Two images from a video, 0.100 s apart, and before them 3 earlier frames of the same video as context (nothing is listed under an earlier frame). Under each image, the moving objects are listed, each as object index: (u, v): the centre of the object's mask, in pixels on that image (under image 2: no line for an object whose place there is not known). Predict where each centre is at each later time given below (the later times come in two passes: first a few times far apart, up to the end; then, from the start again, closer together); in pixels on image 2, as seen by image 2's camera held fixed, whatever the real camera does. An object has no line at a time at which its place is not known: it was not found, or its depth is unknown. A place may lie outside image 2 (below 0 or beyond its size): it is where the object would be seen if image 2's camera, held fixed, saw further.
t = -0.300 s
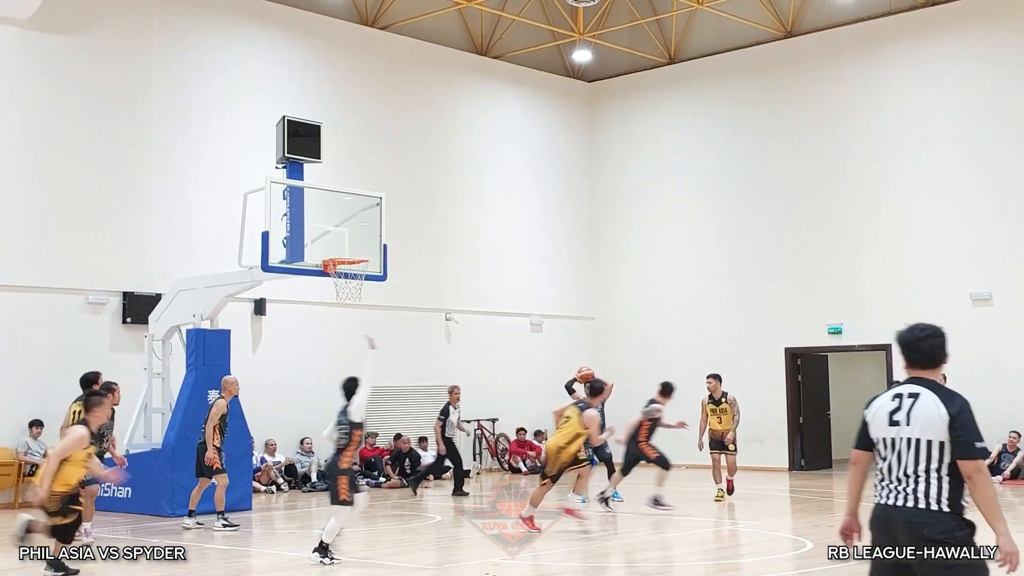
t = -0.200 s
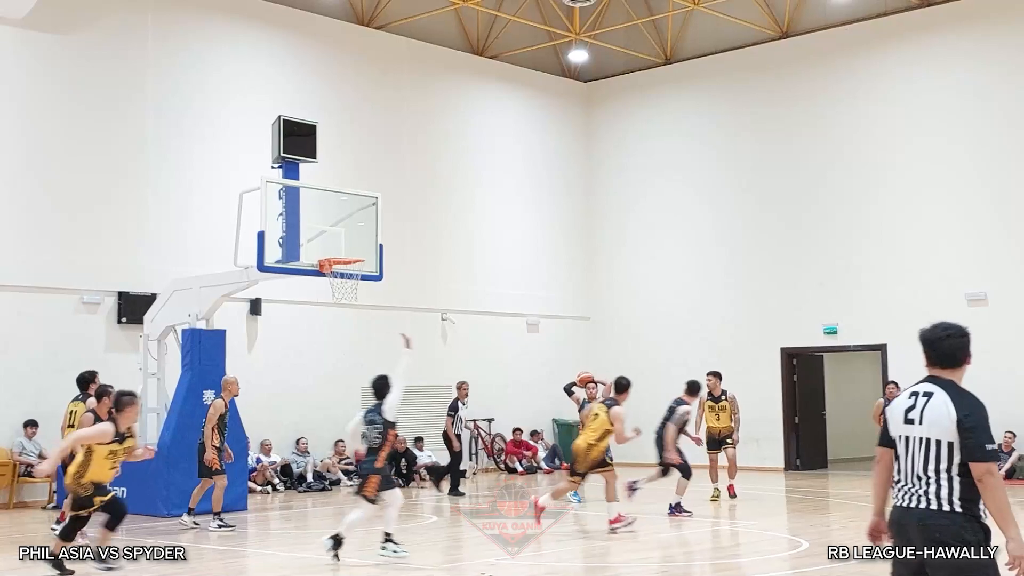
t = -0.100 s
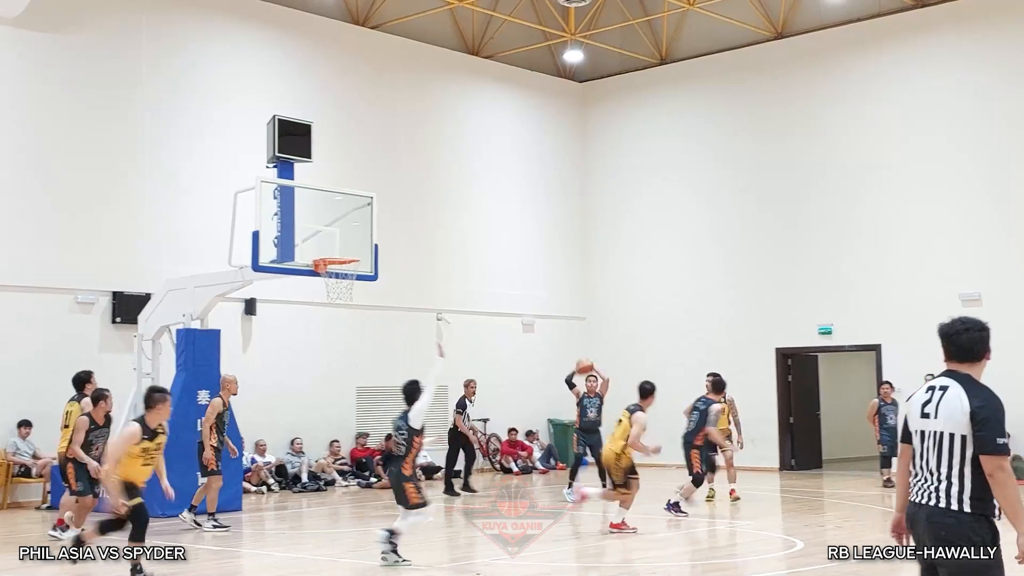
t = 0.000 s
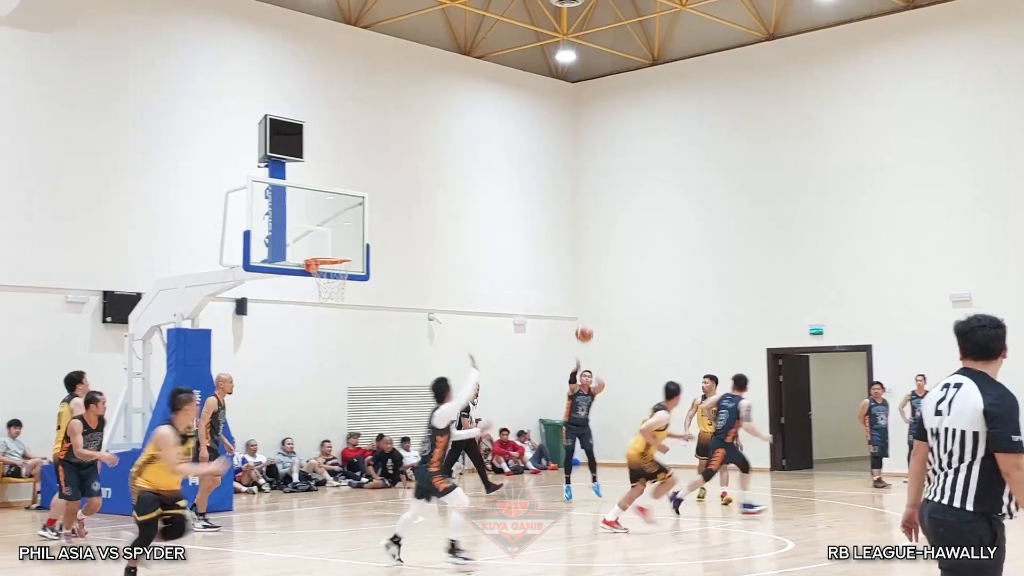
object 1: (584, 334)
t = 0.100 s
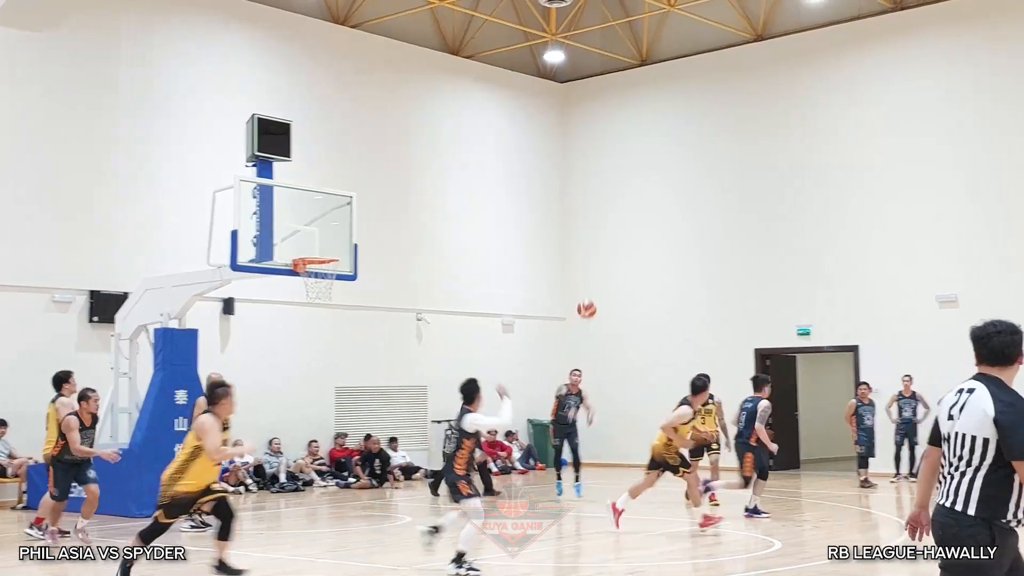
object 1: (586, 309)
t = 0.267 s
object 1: (615, 281)
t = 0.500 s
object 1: (677, 277)
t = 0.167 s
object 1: (597, 296)
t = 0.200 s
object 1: (603, 290)
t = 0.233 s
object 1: (609, 284)
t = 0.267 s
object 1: (615, 281)
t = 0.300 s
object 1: (623, 277)
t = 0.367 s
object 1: (639, 272)
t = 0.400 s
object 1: (648, 272)
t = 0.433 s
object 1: (657, 272)
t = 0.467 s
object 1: (667, 274)
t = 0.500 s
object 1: (677, 277)
